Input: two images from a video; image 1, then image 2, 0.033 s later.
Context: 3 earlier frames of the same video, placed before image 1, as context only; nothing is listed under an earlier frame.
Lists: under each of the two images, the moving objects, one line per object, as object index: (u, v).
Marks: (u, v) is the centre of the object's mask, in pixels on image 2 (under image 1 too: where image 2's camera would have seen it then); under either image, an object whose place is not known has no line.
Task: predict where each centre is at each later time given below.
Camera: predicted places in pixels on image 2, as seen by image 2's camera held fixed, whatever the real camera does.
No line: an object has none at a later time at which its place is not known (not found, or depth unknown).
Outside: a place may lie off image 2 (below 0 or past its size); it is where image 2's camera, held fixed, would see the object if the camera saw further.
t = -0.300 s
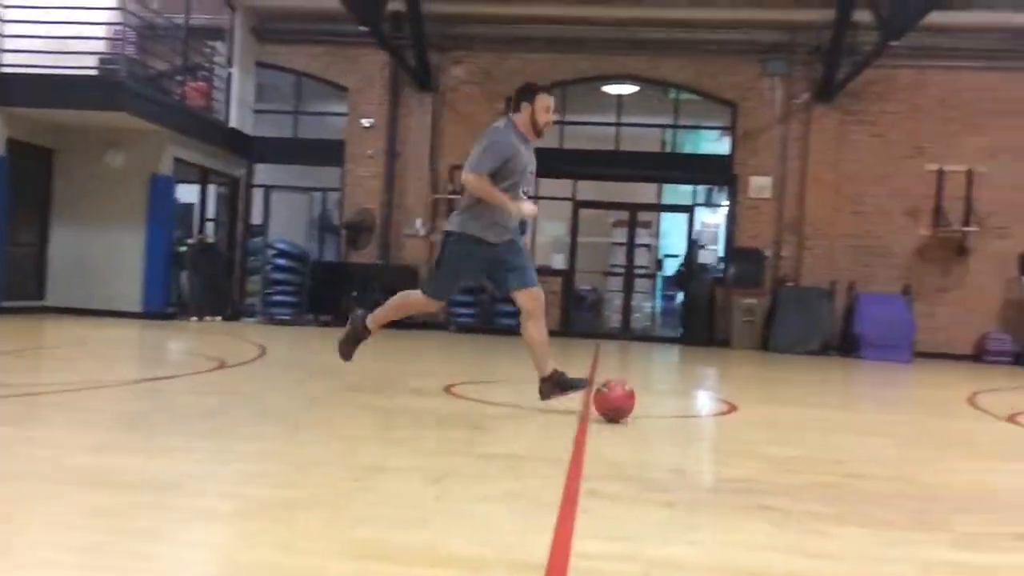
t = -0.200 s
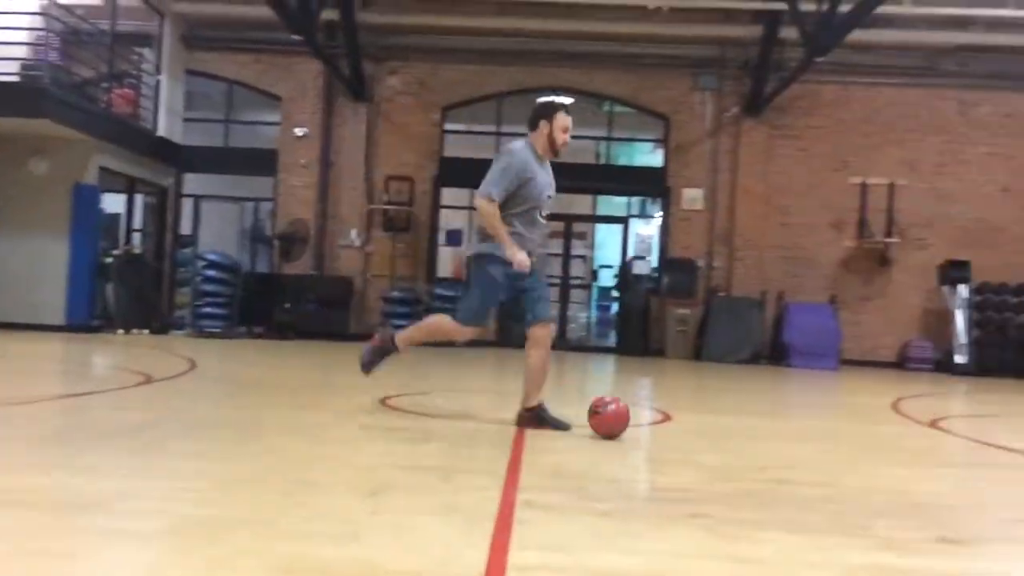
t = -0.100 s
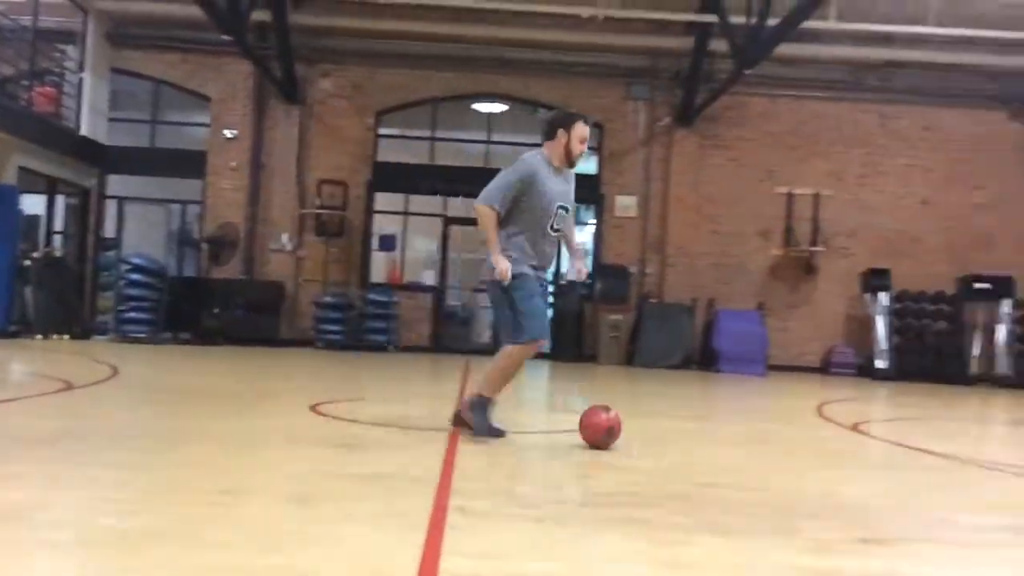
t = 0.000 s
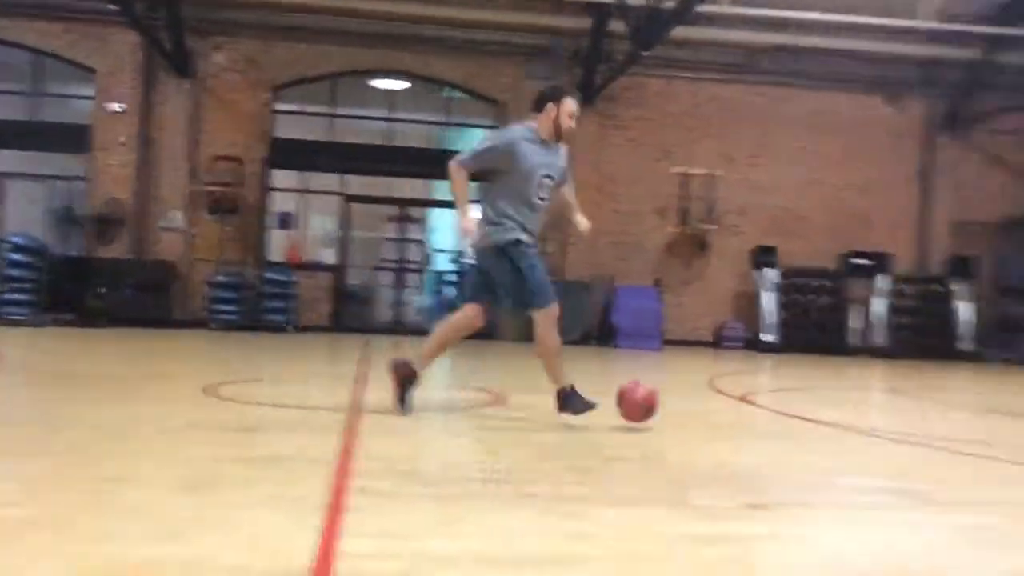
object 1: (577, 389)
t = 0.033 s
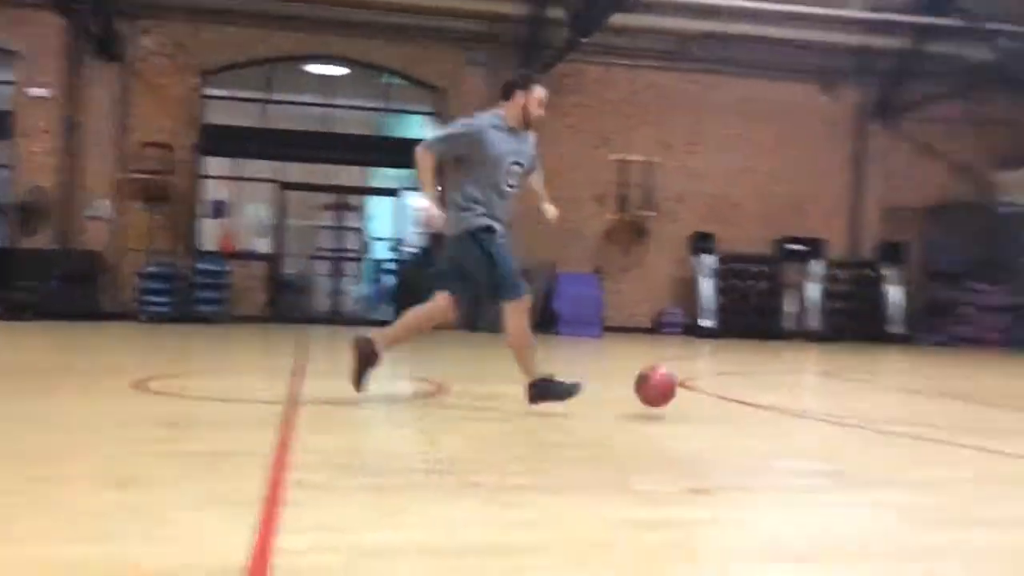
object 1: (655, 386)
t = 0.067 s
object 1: (730, 386)
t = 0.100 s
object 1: (801, 387)
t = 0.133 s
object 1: (870, 390)
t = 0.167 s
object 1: (935, 396)
